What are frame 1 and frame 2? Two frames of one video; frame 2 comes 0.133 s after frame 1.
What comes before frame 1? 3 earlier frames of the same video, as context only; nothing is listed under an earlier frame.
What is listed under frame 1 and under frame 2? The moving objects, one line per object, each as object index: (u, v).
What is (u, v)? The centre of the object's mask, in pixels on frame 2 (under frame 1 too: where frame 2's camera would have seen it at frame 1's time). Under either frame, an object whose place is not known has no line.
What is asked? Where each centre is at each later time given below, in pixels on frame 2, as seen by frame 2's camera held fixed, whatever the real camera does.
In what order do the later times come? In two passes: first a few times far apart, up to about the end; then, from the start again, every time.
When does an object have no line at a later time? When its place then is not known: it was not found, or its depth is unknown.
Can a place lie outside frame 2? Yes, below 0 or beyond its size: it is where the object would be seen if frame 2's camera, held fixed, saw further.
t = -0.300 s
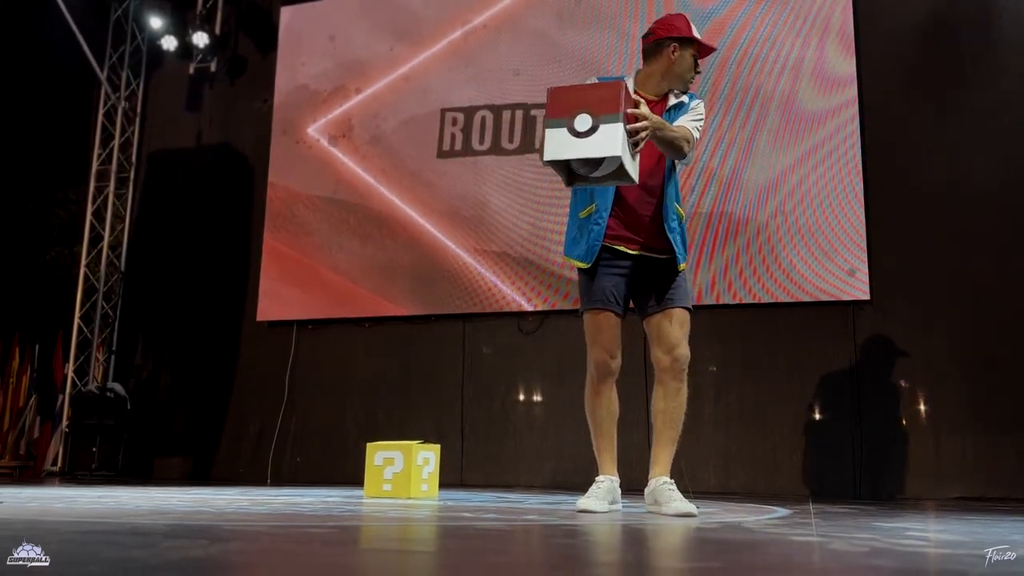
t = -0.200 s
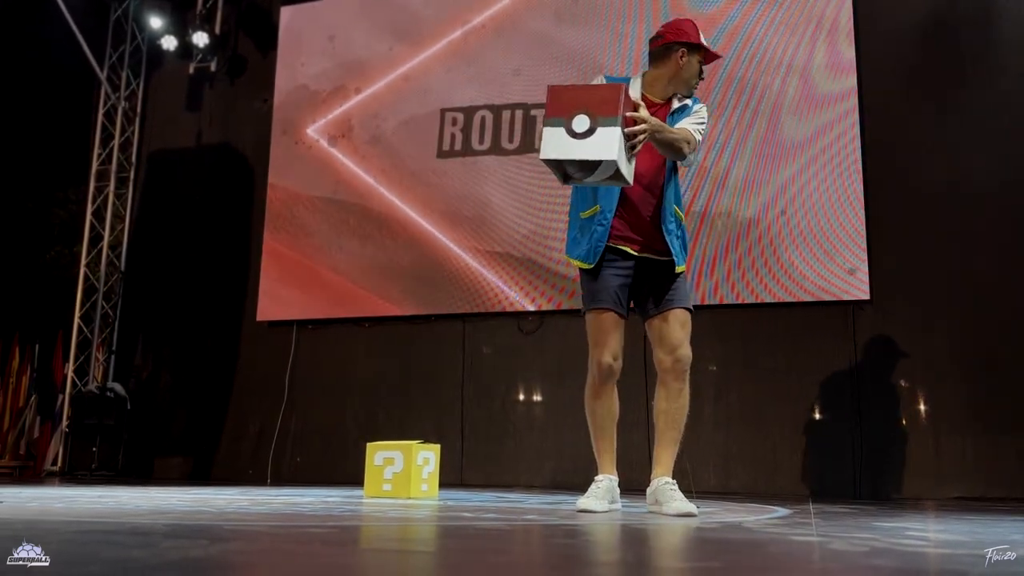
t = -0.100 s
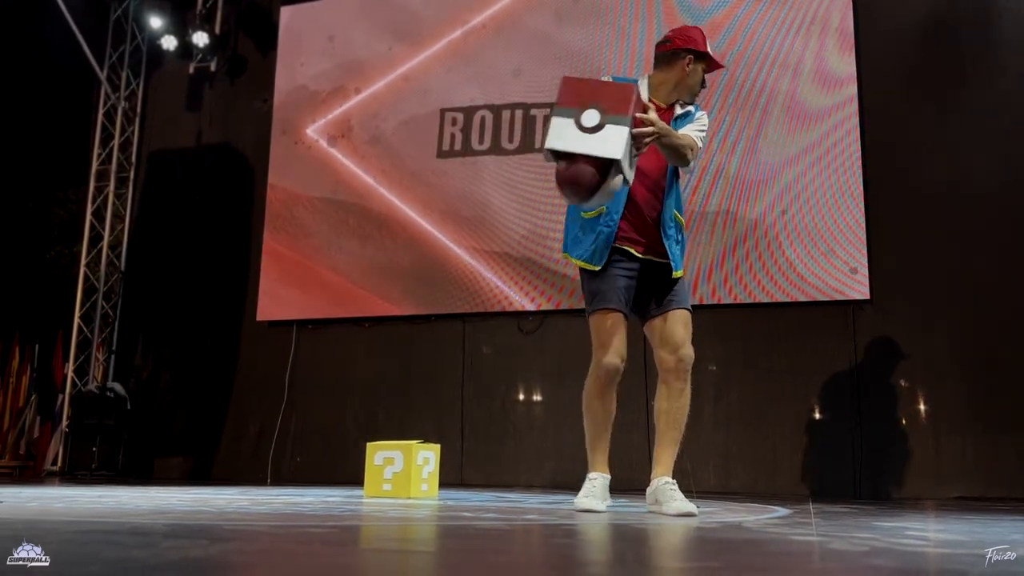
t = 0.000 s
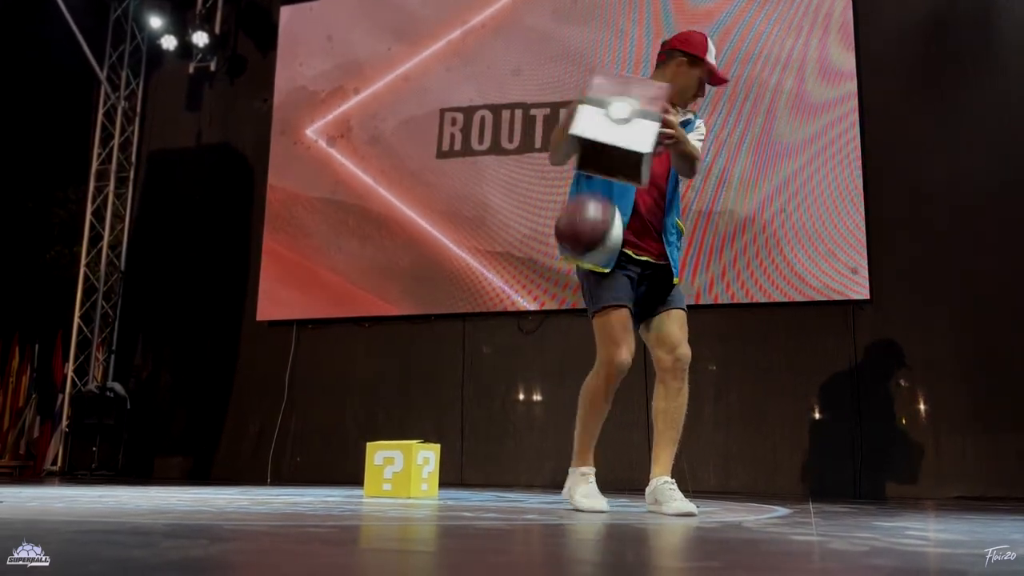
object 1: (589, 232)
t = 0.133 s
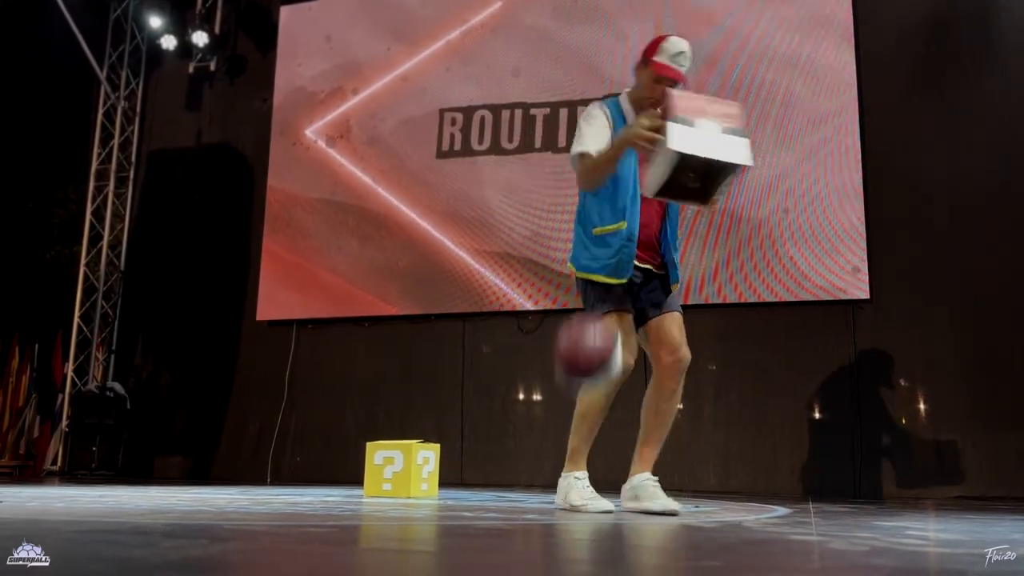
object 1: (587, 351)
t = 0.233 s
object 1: (586, 481)
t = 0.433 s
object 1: (587, 359)
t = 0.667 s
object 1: (588, 369)
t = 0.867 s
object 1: (588, 467)
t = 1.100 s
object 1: (594, 428)
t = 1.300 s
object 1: (600, 463)
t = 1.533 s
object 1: (605, 477)
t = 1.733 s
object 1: (610, 477)
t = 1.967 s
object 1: (612, 480)
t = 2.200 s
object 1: (614, 481)
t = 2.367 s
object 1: (619, 482)
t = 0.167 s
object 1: (588, 395)
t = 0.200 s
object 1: (589, 440)
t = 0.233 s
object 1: (586, 481)
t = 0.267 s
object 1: (588, 454)
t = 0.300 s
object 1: (587, 430)
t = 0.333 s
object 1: (587, 407)
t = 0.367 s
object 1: (587, 388)
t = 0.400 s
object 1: (587, 372)
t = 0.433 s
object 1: (587, 359)
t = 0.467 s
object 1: (587, 350)
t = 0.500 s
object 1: (587, 345)
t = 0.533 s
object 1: (587, 343)
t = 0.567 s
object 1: (587, 344)
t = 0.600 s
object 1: (587, 349)
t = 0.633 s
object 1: (587, 358)
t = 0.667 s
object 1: (588, 369)
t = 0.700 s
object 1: (587, 385)
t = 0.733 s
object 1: (587, 403)
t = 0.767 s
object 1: (587, 426)
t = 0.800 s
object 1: (587, 451)
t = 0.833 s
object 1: (587, 476)
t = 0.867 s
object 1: (588, 467)
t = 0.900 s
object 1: (589, 453)
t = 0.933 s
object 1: (590, 440)
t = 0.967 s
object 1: (591, 430)
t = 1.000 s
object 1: (592, 425)
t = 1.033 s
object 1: (592, 422)
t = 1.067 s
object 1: (593, 423)
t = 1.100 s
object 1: (594, 428)
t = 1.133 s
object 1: (595, 436)
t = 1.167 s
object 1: (596, 448)
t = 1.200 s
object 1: (597, 461)
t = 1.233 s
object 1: (598, 479)
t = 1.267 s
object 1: (599, 471)
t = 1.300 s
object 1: (600, 463)
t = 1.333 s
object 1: (600, 457)
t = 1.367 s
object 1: (601, 455)
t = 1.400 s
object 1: (602, 456)
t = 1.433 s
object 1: (603, 460)
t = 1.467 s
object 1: (603, 466)
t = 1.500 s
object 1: (605, 478)
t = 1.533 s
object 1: (605, 477)
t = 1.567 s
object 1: (606, 470)
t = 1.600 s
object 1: (607, 468)
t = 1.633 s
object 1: (607, 469)
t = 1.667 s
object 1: (608, 472)
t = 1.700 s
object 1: (609, 480)
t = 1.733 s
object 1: (610, 477)
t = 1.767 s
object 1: (610, 475)
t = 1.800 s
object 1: (611, 476)
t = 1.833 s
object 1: (611, 479)
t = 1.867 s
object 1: (612, 480)
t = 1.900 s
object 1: (612, 479)
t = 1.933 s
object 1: (612, 481)
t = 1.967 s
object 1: (612, 480)
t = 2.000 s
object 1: (612, 480)
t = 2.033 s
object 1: (612, 481)
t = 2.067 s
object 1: (613, 481)
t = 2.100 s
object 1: (613, 481)
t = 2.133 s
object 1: (613, 481)
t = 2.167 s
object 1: (614, 481)
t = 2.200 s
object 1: (614, 481)
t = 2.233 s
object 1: (615, 481)
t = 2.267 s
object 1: (616, 481)
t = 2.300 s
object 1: (617, 482)
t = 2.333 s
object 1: (618, 482)
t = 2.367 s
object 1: (619, 482)
